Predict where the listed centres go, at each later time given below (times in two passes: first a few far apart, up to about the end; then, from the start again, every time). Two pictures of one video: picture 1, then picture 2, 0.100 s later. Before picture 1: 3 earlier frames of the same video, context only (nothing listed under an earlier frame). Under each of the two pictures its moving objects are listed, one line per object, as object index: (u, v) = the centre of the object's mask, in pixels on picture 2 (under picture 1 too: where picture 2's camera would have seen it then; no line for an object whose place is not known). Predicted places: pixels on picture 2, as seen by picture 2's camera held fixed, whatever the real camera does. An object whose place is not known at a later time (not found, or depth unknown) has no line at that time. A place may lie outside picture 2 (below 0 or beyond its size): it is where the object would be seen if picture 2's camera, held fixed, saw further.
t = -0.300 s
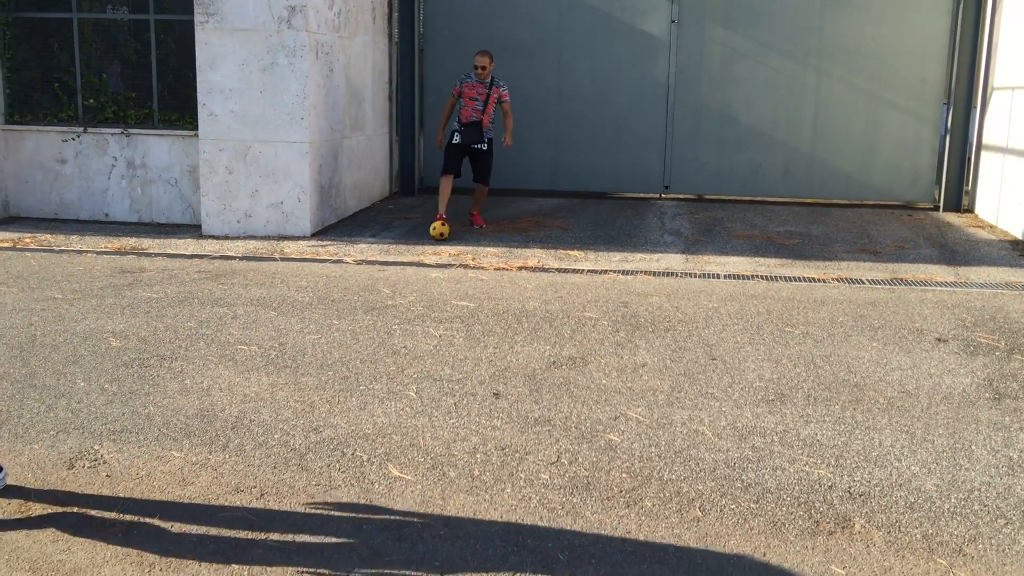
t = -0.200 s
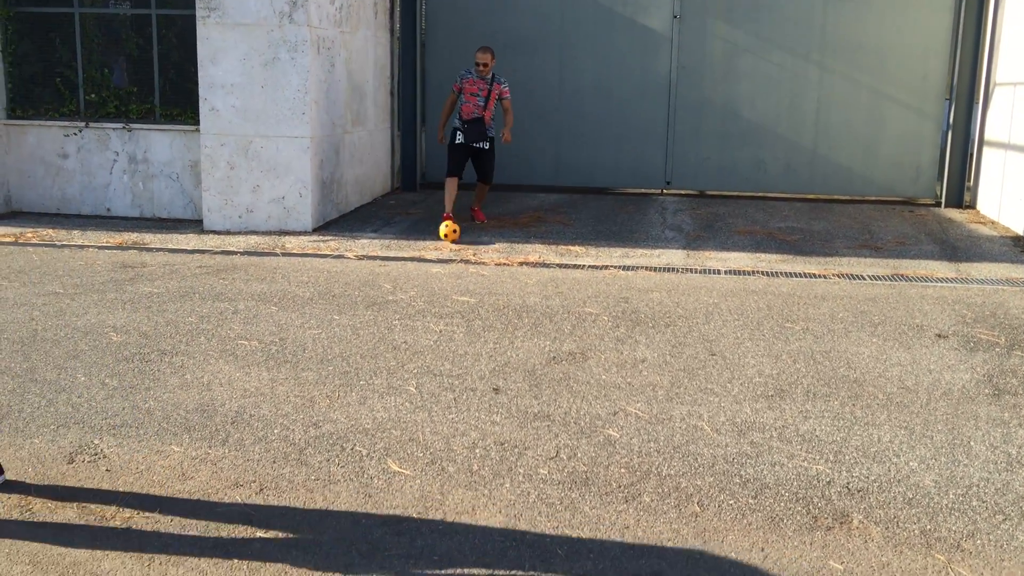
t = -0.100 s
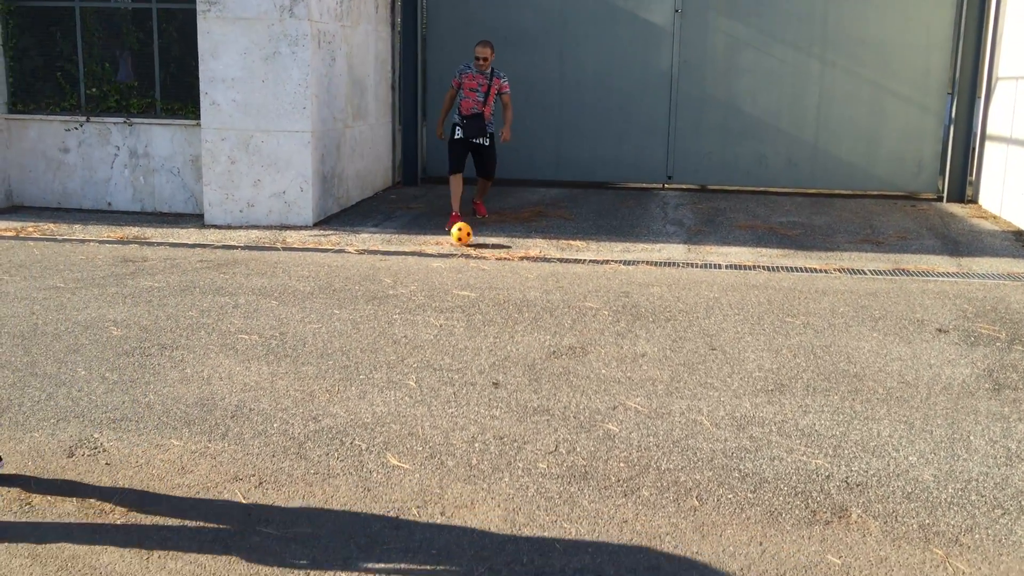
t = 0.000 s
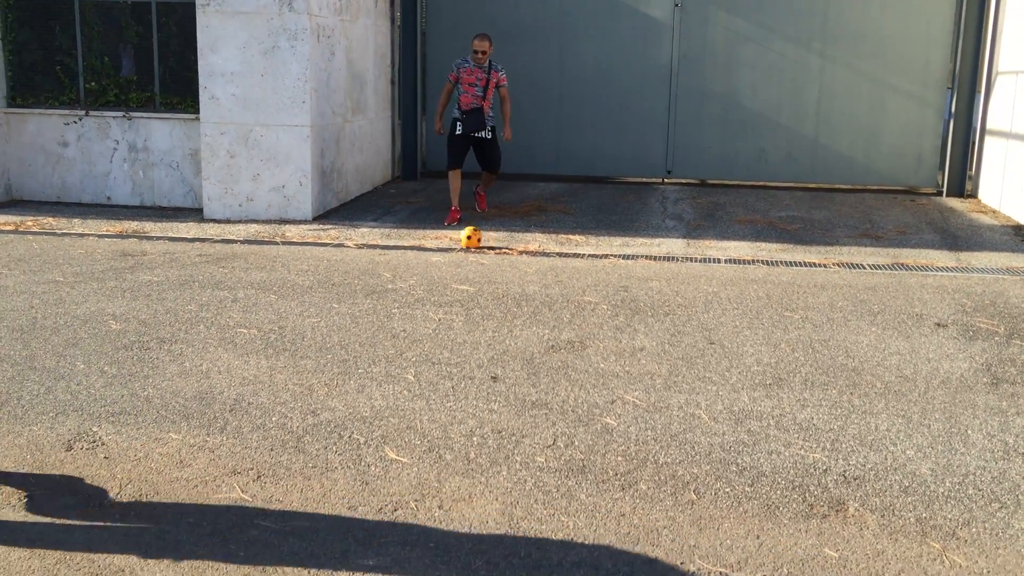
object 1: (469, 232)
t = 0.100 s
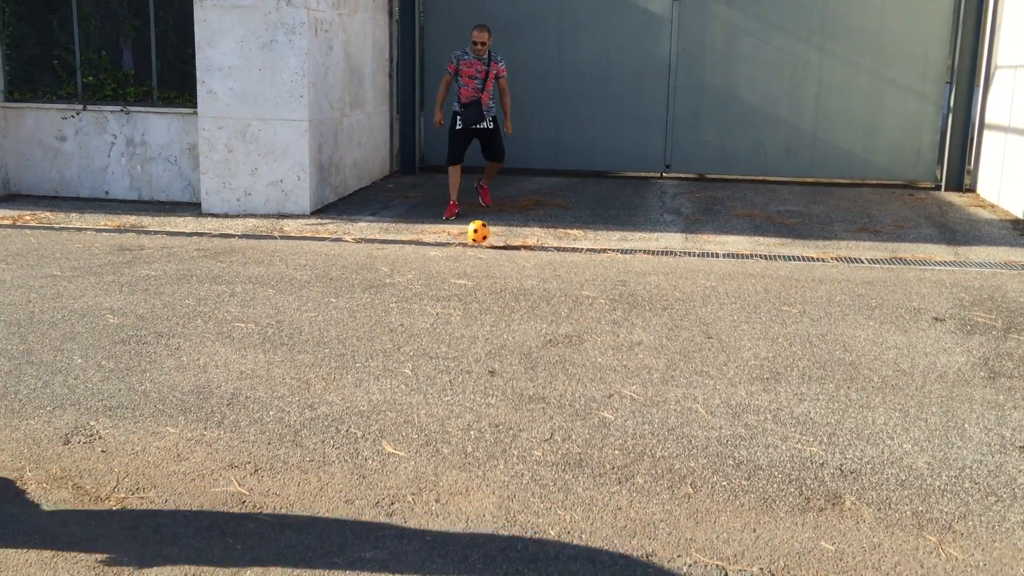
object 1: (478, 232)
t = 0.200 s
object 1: (488, 239)
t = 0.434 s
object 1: (514, 247)
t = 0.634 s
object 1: (538, 260)
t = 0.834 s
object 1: (565, 270)
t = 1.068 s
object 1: (600, 284)
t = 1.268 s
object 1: (635, 297)
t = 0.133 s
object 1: (481, 234)
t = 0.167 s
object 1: (485, 238)
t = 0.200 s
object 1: (488, 239)
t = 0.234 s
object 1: (492, 238)
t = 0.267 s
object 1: (495, 238)
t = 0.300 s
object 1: (499, 240)
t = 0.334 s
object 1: (503, 244)
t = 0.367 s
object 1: (506, 248)
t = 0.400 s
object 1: (510, 247)
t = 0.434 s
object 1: (514, 247)
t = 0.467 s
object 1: (518, 249)
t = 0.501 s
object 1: (522, 252)
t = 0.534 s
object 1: (525, 255)
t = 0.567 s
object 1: (529, 255)
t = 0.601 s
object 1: (534, 256)
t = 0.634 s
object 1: (538, 260)
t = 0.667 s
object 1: (543, 261)
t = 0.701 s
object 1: (547, 262)
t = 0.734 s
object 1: (551, 265)
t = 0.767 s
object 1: (556, 266)
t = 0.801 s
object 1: (560, 267)
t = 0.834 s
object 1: (565, 270)
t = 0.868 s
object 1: (570, 272)
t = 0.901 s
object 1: (575, 274)
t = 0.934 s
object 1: (580, 276)
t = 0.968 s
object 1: (585, 278)
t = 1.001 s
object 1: (590, 280)
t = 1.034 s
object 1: (595, 282)
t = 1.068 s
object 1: (600, 284)
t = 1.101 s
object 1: (606, 286)
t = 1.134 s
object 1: (611, 288)
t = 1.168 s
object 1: (617, 290)
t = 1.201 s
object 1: (624, 292)
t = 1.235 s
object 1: (629, 294)
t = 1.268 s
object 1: (635, 297)
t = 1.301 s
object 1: (641, 299)
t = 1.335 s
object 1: (647, 301)
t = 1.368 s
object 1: (653, 303)
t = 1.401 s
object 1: (660, 305)
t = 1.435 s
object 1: (667, 307)
